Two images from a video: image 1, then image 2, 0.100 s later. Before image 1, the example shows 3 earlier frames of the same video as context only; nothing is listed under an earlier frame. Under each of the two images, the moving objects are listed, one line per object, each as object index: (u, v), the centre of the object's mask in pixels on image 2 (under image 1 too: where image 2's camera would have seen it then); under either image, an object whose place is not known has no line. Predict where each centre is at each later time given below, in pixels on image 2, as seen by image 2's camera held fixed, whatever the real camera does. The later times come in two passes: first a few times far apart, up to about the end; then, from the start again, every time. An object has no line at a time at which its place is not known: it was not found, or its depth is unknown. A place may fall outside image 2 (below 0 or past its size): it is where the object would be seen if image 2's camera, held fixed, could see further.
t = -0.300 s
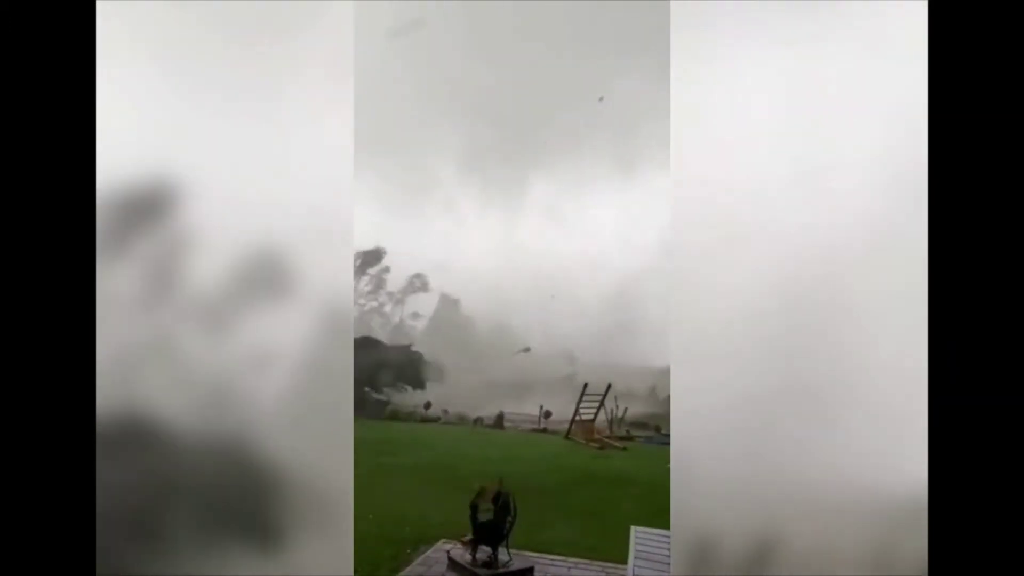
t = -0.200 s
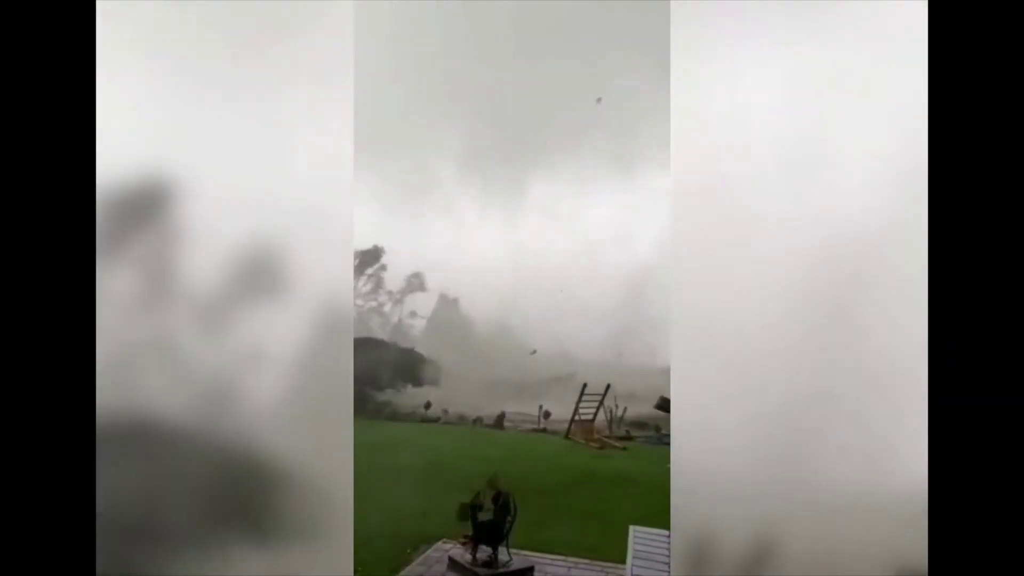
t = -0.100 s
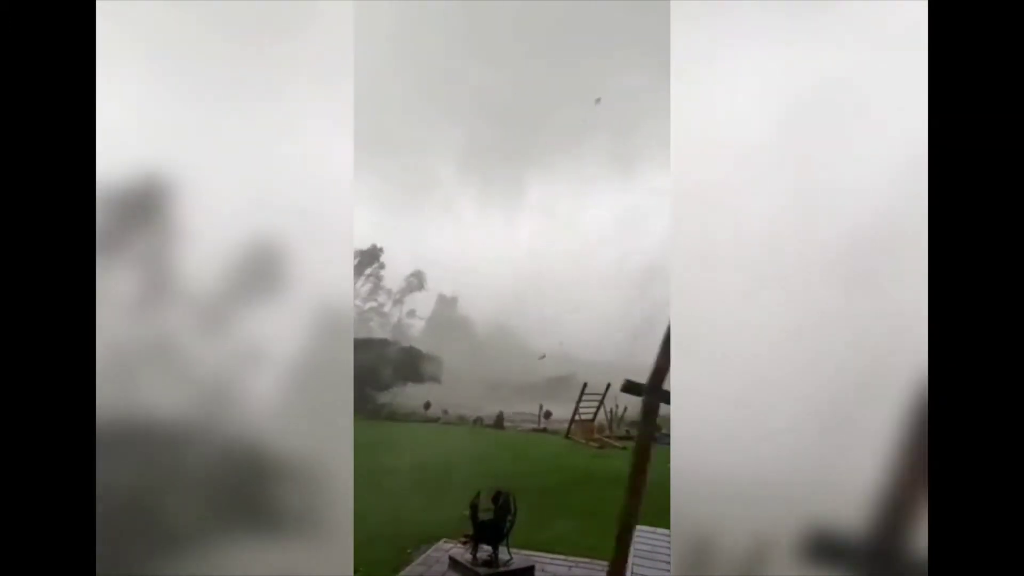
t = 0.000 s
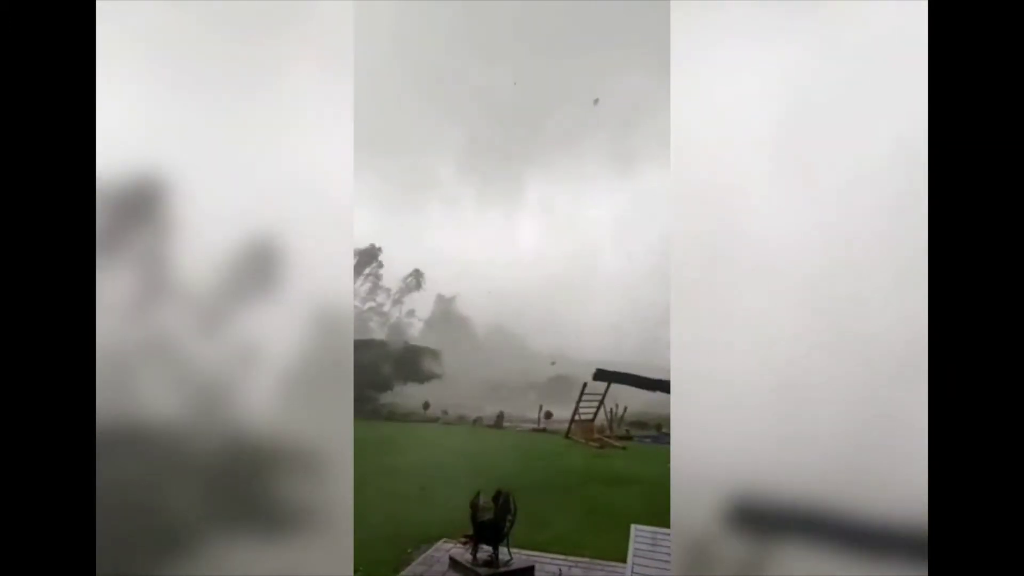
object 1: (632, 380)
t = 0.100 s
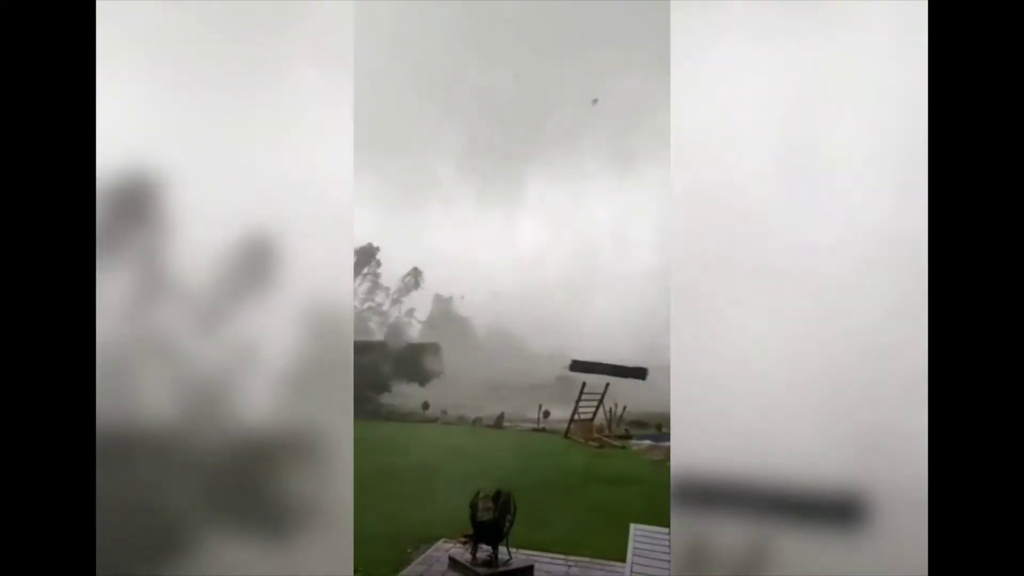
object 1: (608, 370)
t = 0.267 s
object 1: (576, 361)
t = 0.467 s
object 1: (555, 366)
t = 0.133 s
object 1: (601, 367)
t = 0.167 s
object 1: (595, 365)
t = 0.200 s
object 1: (588, 363)
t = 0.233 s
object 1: (582, 361)
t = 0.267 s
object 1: (576, 361)
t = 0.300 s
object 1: (571, 360)
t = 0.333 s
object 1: (567, 359)
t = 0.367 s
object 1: (563, 360)
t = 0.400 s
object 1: (560, 362)
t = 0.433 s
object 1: (557, 364)
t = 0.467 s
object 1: (555, 366)
